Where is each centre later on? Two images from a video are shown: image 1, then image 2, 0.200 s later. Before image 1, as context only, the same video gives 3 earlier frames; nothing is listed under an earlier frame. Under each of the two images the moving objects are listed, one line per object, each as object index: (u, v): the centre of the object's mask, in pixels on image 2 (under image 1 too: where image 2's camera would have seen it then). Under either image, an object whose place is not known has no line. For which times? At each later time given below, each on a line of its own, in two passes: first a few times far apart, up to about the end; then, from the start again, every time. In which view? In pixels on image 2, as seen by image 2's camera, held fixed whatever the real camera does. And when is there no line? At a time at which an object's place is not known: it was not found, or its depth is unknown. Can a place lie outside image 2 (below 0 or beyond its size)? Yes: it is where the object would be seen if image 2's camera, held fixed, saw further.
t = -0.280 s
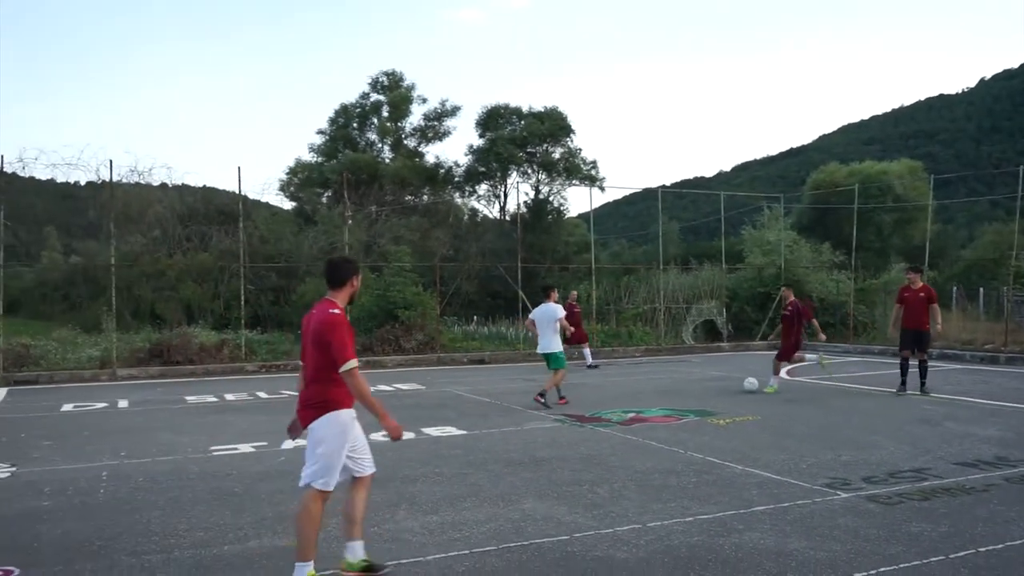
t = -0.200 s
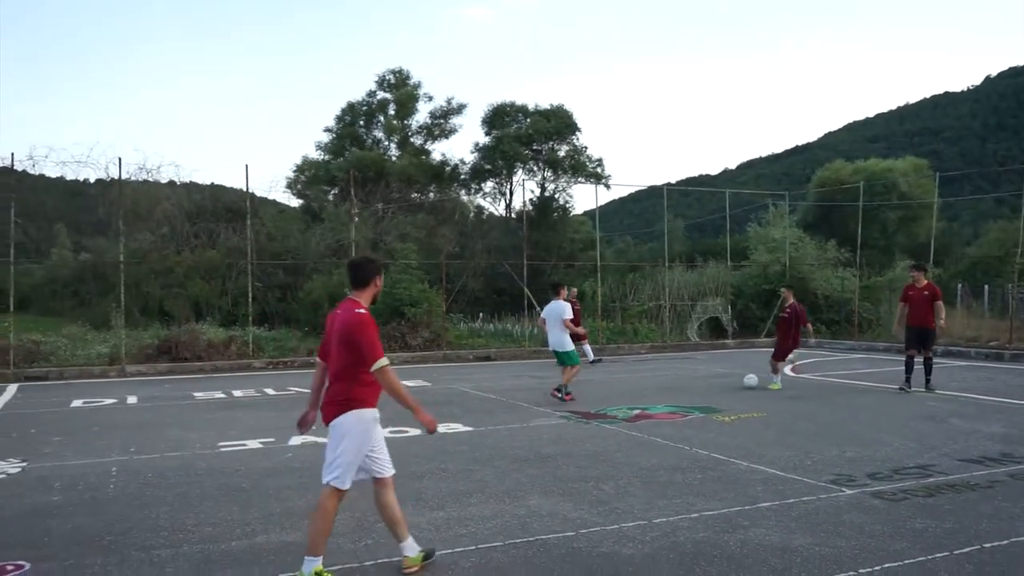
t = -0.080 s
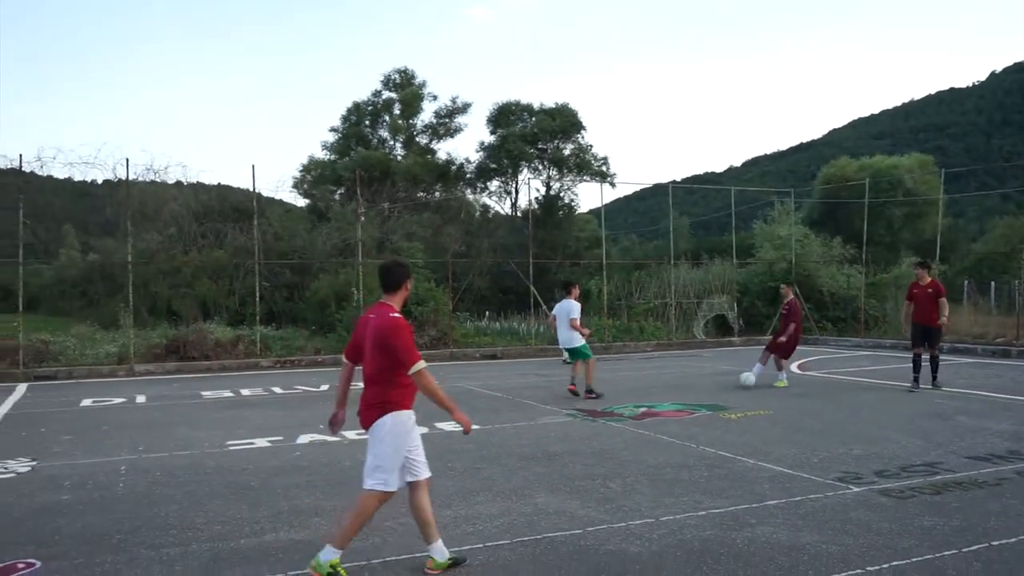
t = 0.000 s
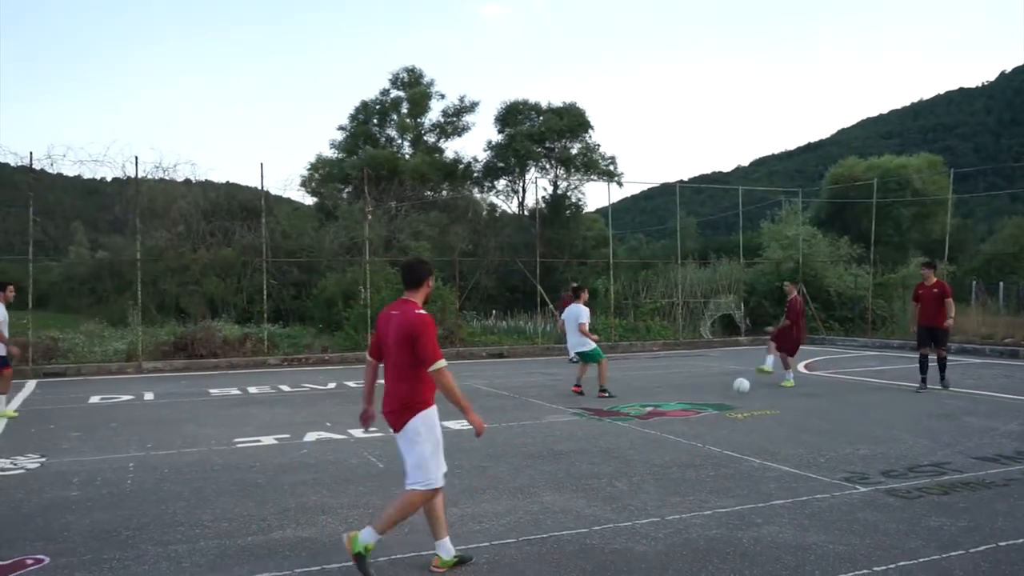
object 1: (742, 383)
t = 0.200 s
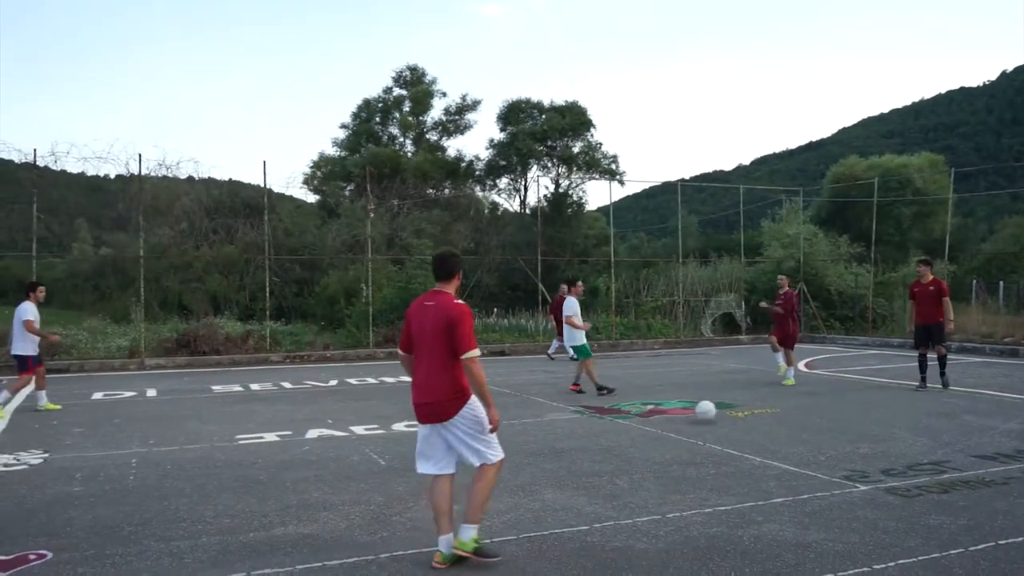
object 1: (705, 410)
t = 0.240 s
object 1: (697, 418)
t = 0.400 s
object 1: (660, 448)
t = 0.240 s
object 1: (697, 418)
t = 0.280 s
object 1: (688, 426)
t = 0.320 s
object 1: (679, 431)
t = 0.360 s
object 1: (670, 440)
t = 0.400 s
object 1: (660, 448)
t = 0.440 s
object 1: (649, 456)
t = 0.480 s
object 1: (637, 466)
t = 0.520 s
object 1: (625, 474)
